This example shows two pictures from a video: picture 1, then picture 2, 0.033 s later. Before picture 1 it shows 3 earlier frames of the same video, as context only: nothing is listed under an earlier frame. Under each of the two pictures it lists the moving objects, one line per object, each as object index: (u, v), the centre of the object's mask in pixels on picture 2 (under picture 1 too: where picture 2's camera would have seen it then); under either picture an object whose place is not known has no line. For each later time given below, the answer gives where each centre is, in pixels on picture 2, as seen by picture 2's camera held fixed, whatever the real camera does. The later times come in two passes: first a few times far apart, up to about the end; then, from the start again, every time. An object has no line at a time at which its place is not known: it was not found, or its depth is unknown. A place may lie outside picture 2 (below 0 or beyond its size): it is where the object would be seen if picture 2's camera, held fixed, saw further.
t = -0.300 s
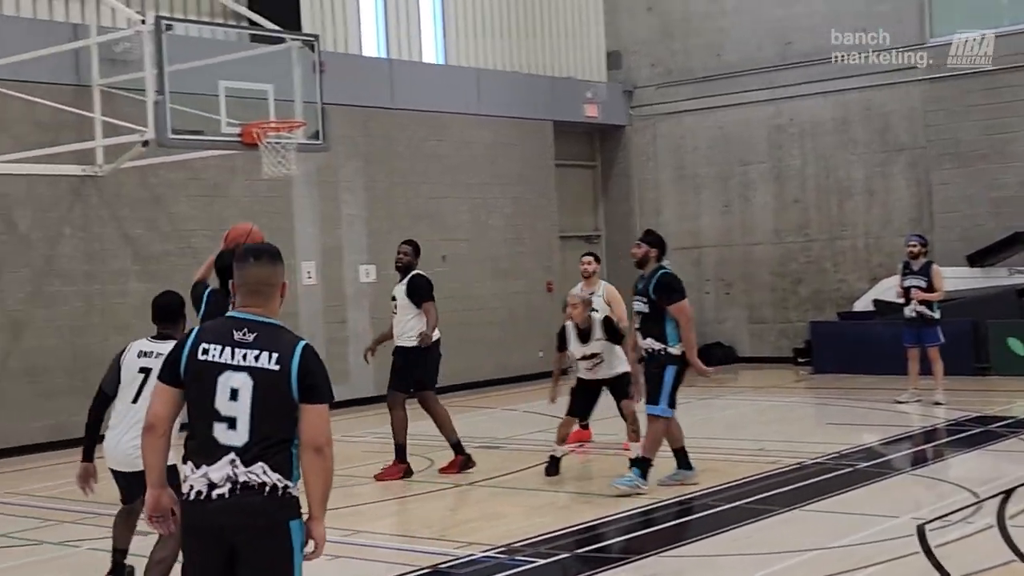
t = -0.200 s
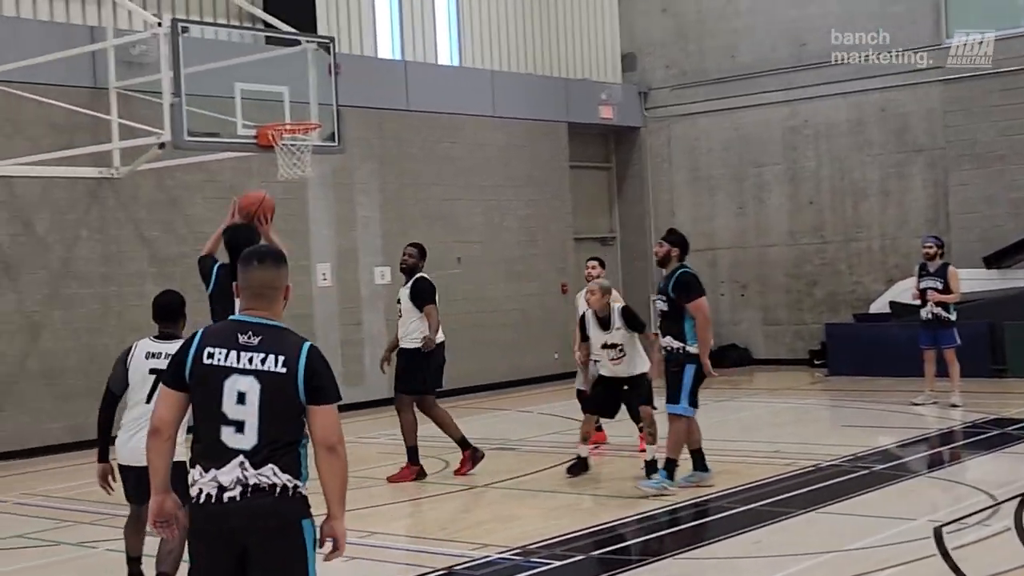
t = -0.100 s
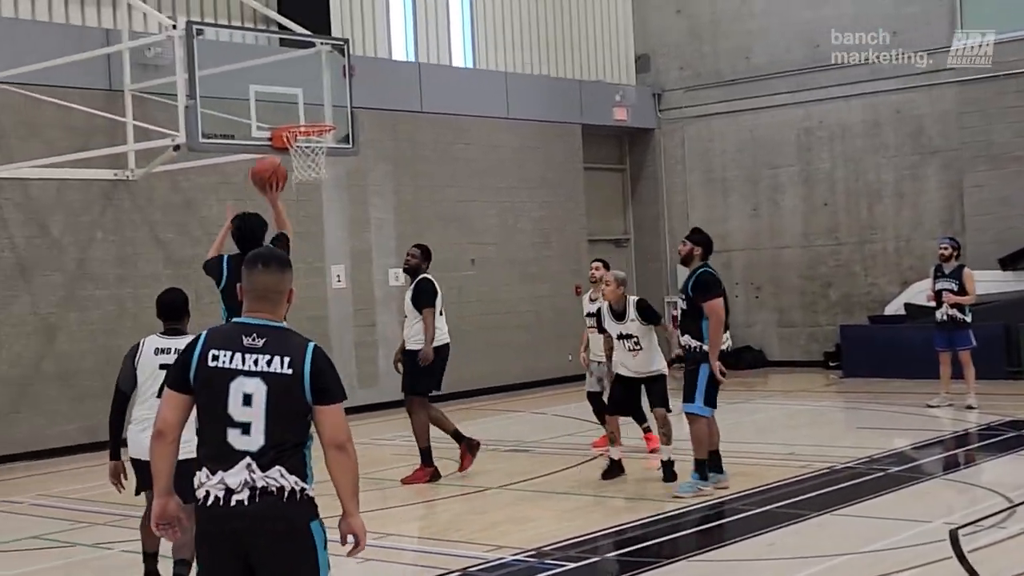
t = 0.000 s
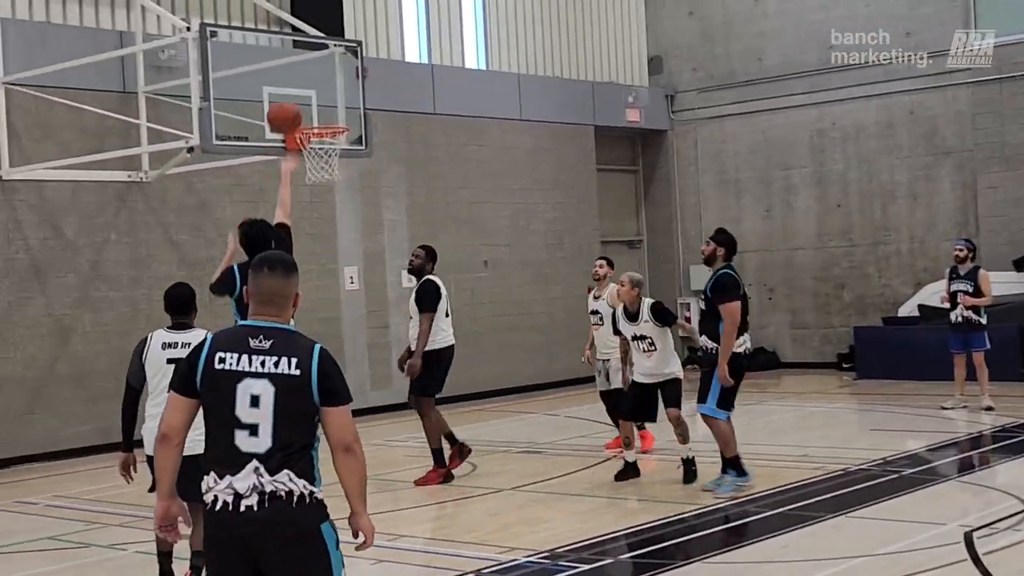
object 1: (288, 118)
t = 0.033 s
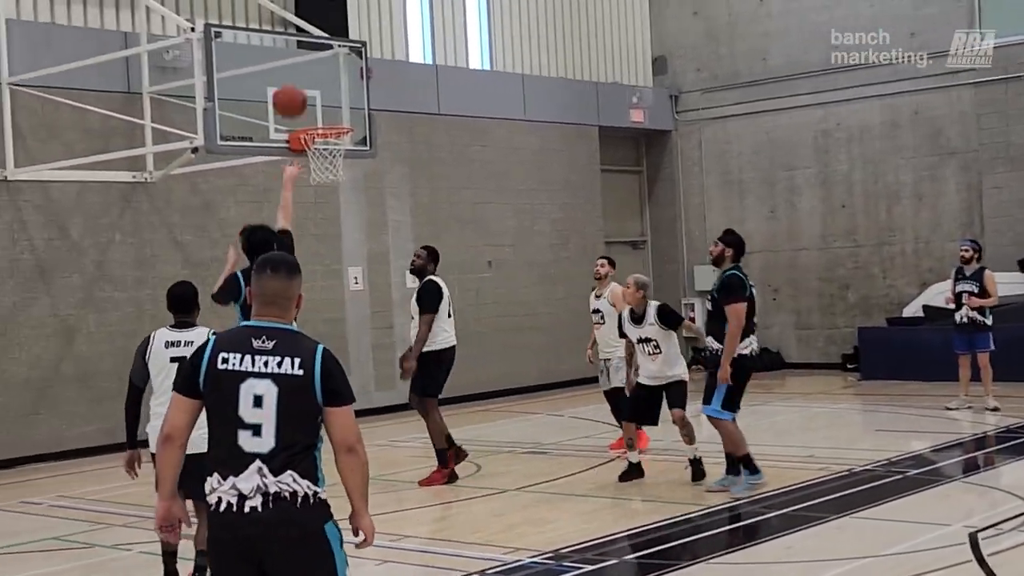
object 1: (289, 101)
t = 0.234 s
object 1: (296, 39)
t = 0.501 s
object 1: (308, 43)
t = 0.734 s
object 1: (321, 111)
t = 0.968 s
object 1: (332, 146)
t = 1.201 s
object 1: (326, 164)
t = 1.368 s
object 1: (323, 198)
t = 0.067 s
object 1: (290, 86)
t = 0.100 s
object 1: (291, 73)
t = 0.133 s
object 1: (292, 62)
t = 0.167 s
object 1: (293, 53)
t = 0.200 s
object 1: (295, 45)
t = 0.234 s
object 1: (296, 39)
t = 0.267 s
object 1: (298, 34)
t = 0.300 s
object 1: (299, 32)
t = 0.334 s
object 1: (300, 30)
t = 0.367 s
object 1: (301, 31)
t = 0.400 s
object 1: (302, 32)
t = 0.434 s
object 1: (304, 34)
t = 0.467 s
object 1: (306, 38)
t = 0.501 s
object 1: (308, 43)
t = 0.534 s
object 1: (309, 50)
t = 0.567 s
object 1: (311, 57)
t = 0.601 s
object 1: (313, 66)
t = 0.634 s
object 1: (315, 76)
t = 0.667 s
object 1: (317, 87)
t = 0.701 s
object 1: (319, 98)
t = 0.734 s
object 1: (321, 111)
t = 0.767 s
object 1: (322, 117)
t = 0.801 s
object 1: (324, 120)
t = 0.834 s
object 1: (325, 123)
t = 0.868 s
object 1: (331, 138)
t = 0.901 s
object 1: (331, 140)
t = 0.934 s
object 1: (332, 141)
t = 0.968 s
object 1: (332, 146)
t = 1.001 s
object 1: (332, 148)
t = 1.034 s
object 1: (336, 148)
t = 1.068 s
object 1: (333, 156)
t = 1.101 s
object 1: (330, 159)
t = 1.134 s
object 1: (329, 160)
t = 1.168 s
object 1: (328, 161)
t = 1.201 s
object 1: (326, 164)
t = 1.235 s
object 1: (325, 168)
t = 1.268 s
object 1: (324, 173)
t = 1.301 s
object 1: (323, 180)
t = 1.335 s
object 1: (323, 188)
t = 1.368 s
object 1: (323, 198)
